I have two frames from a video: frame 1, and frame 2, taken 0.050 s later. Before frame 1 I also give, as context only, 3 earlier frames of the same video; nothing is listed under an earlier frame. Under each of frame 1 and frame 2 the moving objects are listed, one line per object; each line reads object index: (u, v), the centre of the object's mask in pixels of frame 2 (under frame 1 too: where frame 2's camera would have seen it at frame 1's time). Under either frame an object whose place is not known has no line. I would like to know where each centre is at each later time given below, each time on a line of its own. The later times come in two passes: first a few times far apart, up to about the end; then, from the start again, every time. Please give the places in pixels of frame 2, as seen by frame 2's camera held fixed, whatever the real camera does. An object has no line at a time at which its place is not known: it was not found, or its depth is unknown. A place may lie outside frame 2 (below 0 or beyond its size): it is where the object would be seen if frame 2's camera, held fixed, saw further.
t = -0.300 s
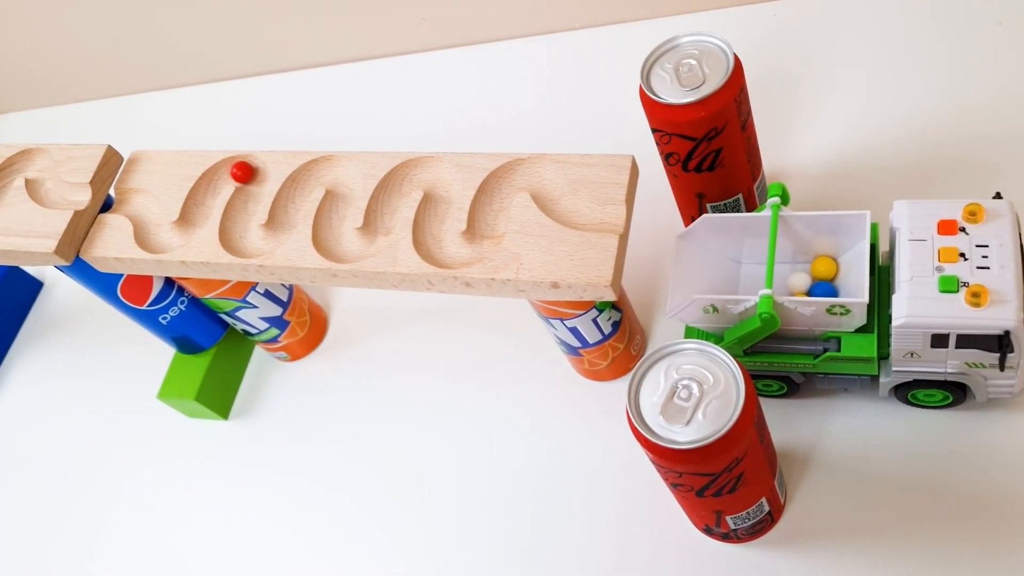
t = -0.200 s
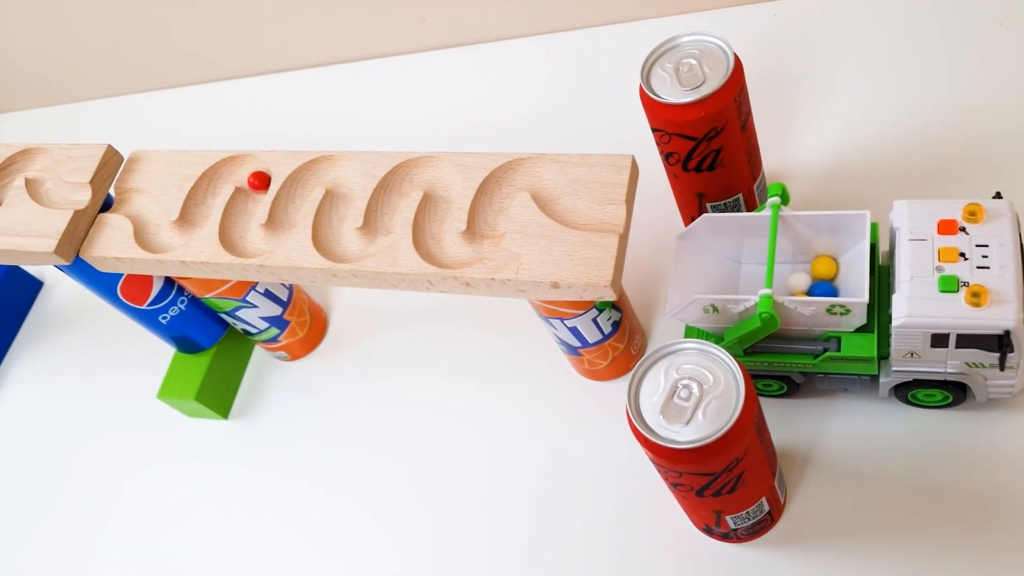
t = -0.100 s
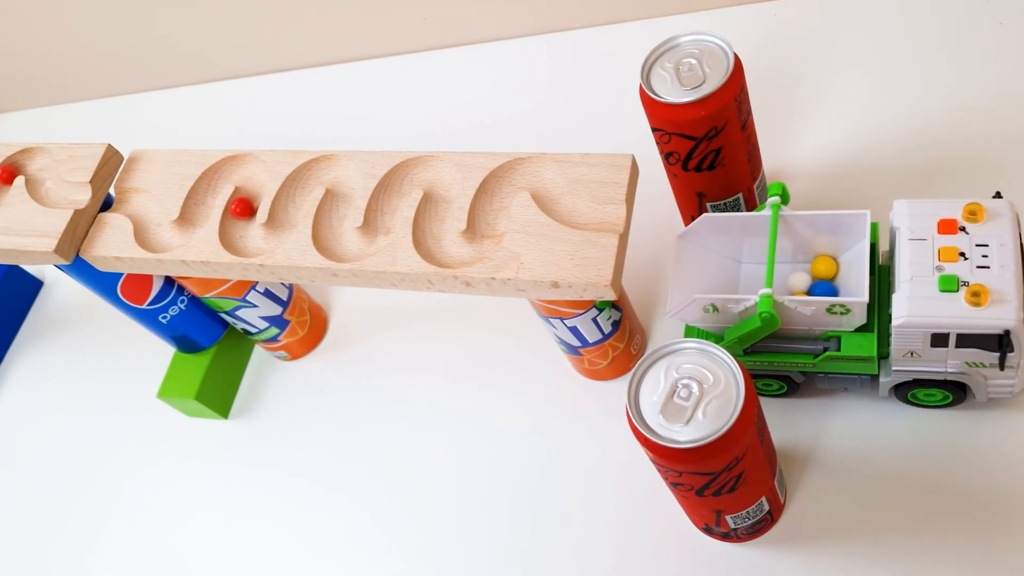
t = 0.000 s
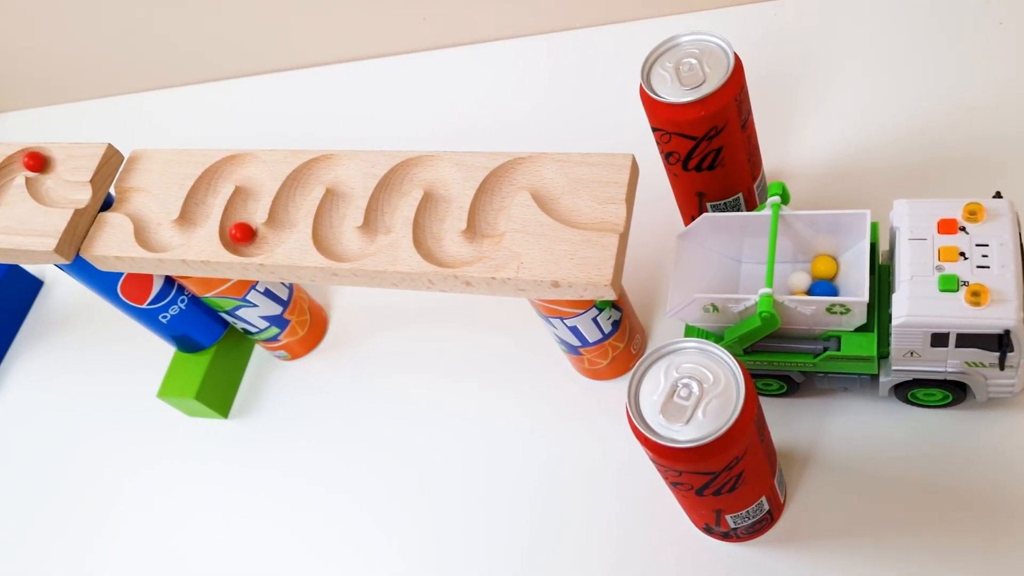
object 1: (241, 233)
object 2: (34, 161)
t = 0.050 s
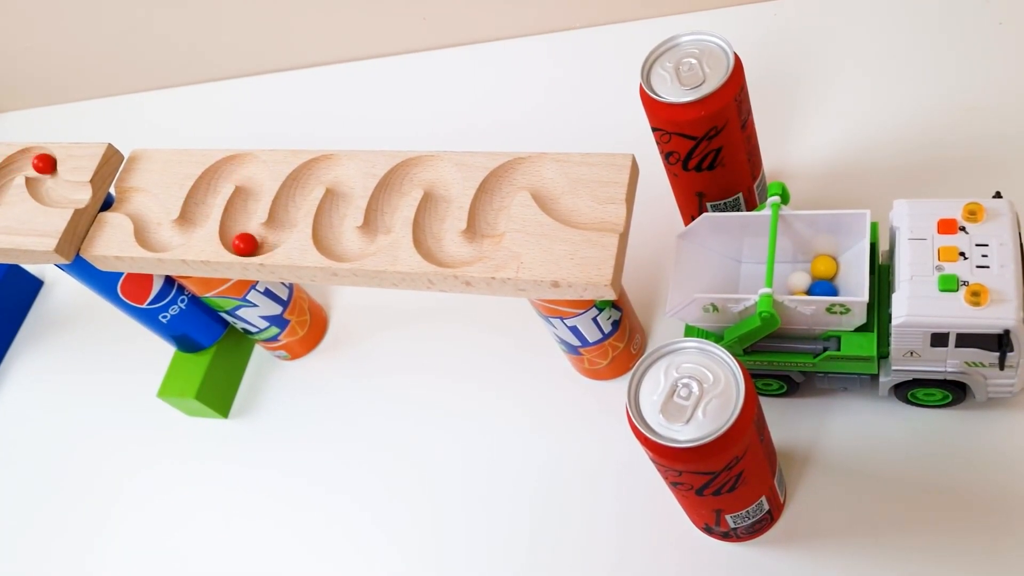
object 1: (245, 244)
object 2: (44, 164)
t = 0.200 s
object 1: (290, 217)
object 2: (48, 190)
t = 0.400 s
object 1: (325, 168)
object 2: (126, 193)
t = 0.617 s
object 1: (332, 215)
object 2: (194, 222)
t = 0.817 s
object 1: (360, 248)
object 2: (232, 166)
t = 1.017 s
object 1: (390, 186)
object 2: (245, 206)
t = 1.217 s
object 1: (448, 192)
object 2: (266, 242)
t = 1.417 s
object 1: (451, 253)
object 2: (300, 182)
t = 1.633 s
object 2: (343, 201)
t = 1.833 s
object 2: (357, 249)
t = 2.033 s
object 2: (391, 186)
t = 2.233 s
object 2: (448, 194)
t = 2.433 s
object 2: (454, 254)
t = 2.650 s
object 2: (493, 189)
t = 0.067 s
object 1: (247, 245)
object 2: (45, 166)
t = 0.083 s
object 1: (253, 245)
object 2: (45, 169)
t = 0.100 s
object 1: (258, 244)
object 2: (44, 174)
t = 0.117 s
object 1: (266, 241)
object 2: (42, 179)
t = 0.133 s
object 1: (273, 237)
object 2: (39, 183)
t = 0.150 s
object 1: (278, 233)
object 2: (38, 186)
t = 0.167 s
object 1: (285, 228)
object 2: (40, 188)
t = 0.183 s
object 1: (288, 223)
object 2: (43, 189)
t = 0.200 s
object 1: (290, 217)
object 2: (48, 190)
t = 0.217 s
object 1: (292, 213)
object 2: (53, 190)
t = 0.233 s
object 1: (292, 209)
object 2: (58, 189)
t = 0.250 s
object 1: (291, 205)
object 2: (61, 191)
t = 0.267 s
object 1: (289, 200)
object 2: (66, 193)
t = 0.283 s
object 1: (288, 195)
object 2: (70, 195)
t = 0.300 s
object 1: (291, 192)
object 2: (74, 196)
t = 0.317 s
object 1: (295, 189)
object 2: (79, 196)
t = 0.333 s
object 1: (301, 185)
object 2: (89, 197)
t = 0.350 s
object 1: (307, 181)
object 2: (100, 201)
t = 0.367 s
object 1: (312, 177)
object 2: (105, 200)
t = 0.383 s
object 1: (318, 173)
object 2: (115, 195)
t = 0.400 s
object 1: (325, 168)
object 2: (126, 193)
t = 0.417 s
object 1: (329, 165)
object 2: (139, 195)
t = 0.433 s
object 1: (333, 164)
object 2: (140, 200)
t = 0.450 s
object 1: (337, 165)
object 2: (139, 211)
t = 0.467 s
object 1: (341, 169)
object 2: (145, 217)
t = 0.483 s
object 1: (345, 174)
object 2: (152, 221)
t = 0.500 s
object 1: (347, 179)
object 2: (157, 225)
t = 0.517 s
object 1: (349, 185)
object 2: (165, 231)
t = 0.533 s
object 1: (349, 190)
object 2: (172, 239)
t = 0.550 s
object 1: (348, 194)
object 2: (174, 237)
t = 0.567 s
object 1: (345, 199)
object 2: (178, 232)
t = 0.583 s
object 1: (342, 205)
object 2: (183, 228)
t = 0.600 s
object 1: (338, 211)
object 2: (189, 225)
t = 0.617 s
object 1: (332, 215)
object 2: (194, 222)
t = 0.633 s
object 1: (328, 218)
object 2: (197, 217)
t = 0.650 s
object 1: (326, 222)
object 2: (197, 212)
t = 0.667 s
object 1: (327, 226)
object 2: (198, 207)
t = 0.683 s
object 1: (331, 230)
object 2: (200, 201)
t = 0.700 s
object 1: (334, 233)
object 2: (203, 197)
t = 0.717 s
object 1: (338, 237)
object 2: (207, 192)
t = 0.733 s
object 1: (341, 241)
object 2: (210, 187)
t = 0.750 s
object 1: (344, 246)
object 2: (214, 182)
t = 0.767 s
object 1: (347, 250)
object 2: (218, 178)
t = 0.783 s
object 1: (351, 250)
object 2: (223, 173)
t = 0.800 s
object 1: (355, 250)
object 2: (227, 169)
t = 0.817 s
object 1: (360, 248)
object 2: (232, 166)
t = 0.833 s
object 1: (367, 244)
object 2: (236, 165)
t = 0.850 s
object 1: (373, 240)
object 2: (241, 166)
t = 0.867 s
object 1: (379, 234)
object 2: (246, 168)
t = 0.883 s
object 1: (383, 228)
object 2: (251, 170)
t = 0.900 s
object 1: (388, 222)
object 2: (255, 173)
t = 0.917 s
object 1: (390, 216)
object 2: (258, 176)
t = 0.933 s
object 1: (391, 211)
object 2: (259, 179)
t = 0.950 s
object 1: (391, 206)
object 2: (258, 184)
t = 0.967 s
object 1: (390, 201)
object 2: (256, 189)
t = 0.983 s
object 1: (388, 195)
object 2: (253, 194)
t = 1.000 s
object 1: (388, 190)
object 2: (249, 200)
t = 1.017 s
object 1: (390, 186)
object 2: (245, 206)
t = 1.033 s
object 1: (395, 184)
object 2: (240, 210)
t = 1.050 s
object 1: (402, 181)
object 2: (237, 215)
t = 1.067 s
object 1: (408, 178)
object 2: (234, 219)
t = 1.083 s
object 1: (416, 174)
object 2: (235, 224)
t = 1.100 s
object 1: (423, 171)
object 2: (237, 229)
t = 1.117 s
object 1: (430, 168)
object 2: (240, 233)
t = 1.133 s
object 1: (435, 167)
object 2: (243, 237)
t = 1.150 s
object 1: (440, 169)
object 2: (247, 241)
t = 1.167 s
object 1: (444, 172)
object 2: (250, 244)
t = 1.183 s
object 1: (447, 179)
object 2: (255, 245)
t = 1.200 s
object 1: (448, 186)
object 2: (259, 244)
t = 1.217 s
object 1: (448, 192)
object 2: (266, 242)
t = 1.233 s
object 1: (446, 199)
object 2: (272, 238)
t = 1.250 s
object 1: (444, 205)
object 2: (278, 233)
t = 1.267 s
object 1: (441, 211)
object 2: (284, 227)
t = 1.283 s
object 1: (437, 218)
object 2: (288, 221)
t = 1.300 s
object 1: (432, 224)
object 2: (291, 214)
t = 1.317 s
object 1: (428, 230)
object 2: (292, 209)
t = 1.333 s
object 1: (427, 234)
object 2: (293, 204)
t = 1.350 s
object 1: (428, 238)
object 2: (293, 200)
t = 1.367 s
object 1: (432, 243)
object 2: (292, 194)
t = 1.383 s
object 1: (437, 247)
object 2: (293, 189)
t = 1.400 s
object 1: (444, 250)
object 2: (295, 185)
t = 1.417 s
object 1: (451, 253)
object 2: (300, 182)
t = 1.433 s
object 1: (458, 254)
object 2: (306, 179)
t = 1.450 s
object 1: (465, 254)
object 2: (312, 175)
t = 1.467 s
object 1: (472, 251)
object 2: (320, 172)
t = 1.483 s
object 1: (478, 248)
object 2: (327, 169)
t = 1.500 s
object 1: (484, 242)
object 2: (334, 167)
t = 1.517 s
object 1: (488, 236)
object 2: (339, 166)
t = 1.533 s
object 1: (490, 230)
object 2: (343, 168)
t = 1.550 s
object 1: (492, 222)
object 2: (347, 171)
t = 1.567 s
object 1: (494, 215)
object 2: (349, 177)
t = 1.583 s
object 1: (493, 209)
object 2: (350, 184)
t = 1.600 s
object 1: (492, 203)
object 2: (349, 190)
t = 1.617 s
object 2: (347, 195)
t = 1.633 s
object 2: (343, 201)
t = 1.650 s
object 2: (340, 207)
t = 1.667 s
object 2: (336, 213)
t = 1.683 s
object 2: (331, 218)
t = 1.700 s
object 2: (327, 223)
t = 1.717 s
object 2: (327, 227)
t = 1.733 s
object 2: (329, 232)
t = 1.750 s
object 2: (333, 236)
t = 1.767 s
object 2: (336, 241)
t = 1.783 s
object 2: (341, 245)
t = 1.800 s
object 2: (346, 248)
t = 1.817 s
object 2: (351, 250)
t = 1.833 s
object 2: (357, 249)
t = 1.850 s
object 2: (364, 247)
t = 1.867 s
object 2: (370, 243)
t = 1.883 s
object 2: (376, 238)
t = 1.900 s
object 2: (381, 233)
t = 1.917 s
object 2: (386, 226)
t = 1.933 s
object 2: (389, 219)
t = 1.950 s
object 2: (390, 213)
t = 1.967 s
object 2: (390, 208)
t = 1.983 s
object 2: (388, 203)
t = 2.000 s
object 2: (388, 196)
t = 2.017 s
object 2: (387, 191)
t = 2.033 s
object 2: (391, 186)
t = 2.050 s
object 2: (396, 183)
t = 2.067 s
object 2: (402, 180)
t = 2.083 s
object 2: (409, 177)
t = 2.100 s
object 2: (416, 174)
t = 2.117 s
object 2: (424, 170)
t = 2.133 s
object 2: (431, 168)
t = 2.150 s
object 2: (437, 168)
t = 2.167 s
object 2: (442, 169)
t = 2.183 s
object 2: (446, 174)
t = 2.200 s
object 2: (447, 181)
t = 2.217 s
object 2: (448, 188)
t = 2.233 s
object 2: (448, 194)
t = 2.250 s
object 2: (446, 201)
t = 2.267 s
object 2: (443, 207)
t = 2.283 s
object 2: (439, 214)
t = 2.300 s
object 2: (434, 221)
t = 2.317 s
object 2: (430, 226)
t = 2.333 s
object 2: (427, 231)
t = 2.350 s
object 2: (428, 235)
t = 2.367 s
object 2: (431, 240)
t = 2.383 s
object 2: (436, 244)
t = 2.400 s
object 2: (441, 248)
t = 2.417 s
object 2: (448, 252)
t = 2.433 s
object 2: (454, 254)
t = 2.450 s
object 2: (461, 254)
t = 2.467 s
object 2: (468, 253)
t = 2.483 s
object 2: (475, 249)
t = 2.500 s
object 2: (480, 245)
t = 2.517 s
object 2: (485, 239)
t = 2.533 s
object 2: (489, 233)
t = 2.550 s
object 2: (493, 226)
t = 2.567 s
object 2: (494, 219)
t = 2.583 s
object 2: (494, 213)
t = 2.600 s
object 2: (493, 207)
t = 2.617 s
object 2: (492, 202)
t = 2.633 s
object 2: (491, 195)
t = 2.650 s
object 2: (493, 189)
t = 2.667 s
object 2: (497, 185)
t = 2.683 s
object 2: (503, 183)
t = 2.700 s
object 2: (510, 179)
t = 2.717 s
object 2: (517, 176)
